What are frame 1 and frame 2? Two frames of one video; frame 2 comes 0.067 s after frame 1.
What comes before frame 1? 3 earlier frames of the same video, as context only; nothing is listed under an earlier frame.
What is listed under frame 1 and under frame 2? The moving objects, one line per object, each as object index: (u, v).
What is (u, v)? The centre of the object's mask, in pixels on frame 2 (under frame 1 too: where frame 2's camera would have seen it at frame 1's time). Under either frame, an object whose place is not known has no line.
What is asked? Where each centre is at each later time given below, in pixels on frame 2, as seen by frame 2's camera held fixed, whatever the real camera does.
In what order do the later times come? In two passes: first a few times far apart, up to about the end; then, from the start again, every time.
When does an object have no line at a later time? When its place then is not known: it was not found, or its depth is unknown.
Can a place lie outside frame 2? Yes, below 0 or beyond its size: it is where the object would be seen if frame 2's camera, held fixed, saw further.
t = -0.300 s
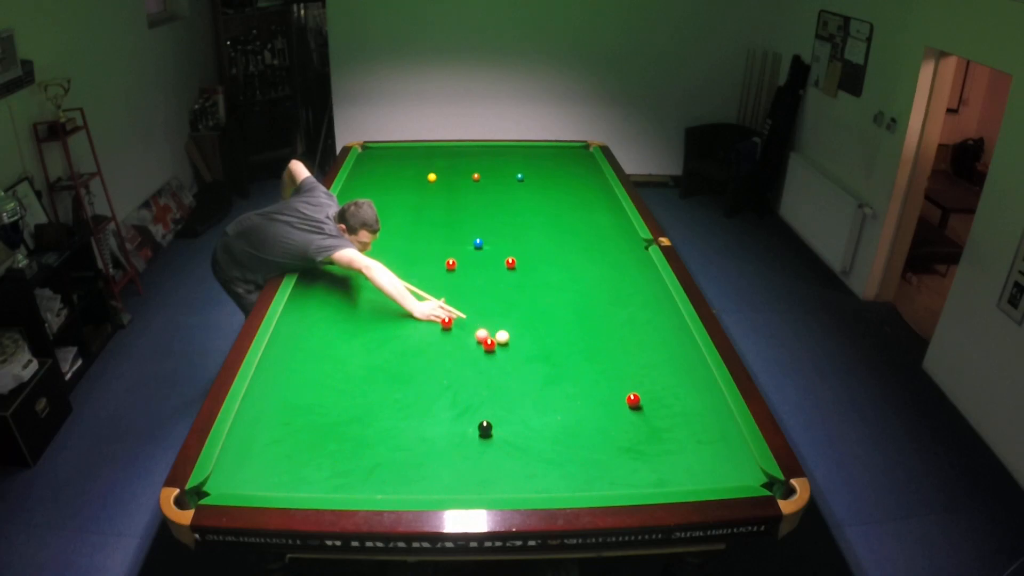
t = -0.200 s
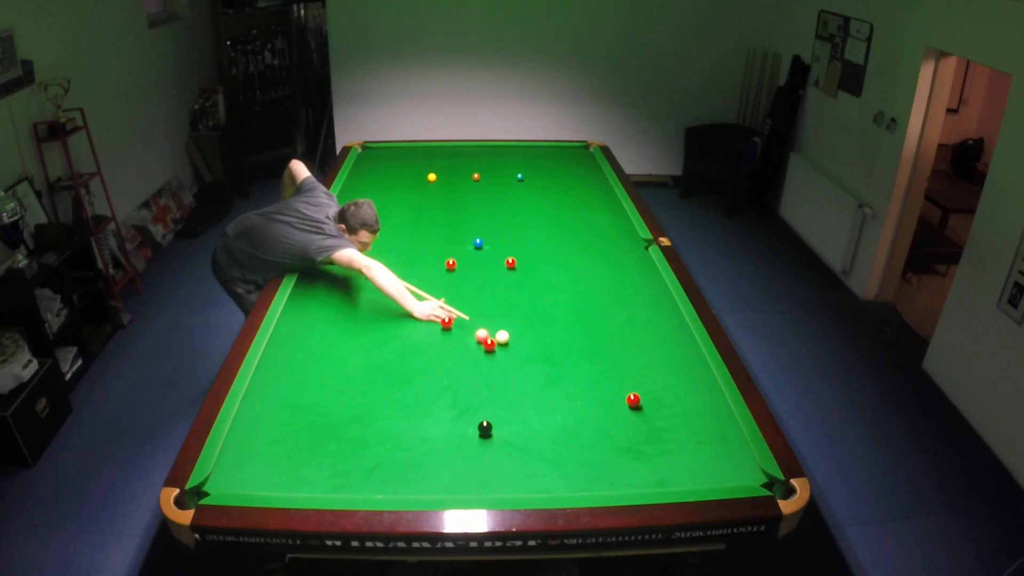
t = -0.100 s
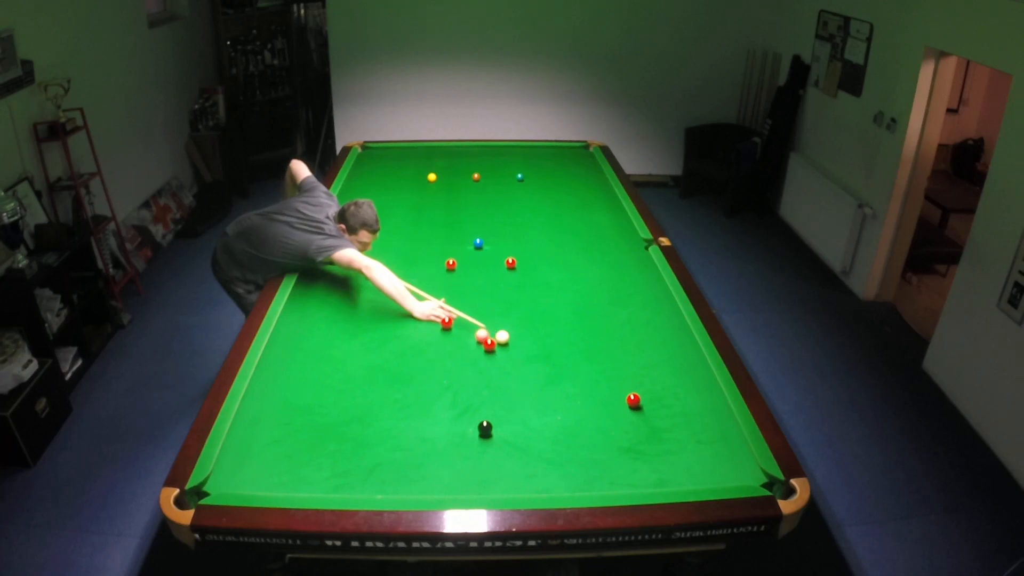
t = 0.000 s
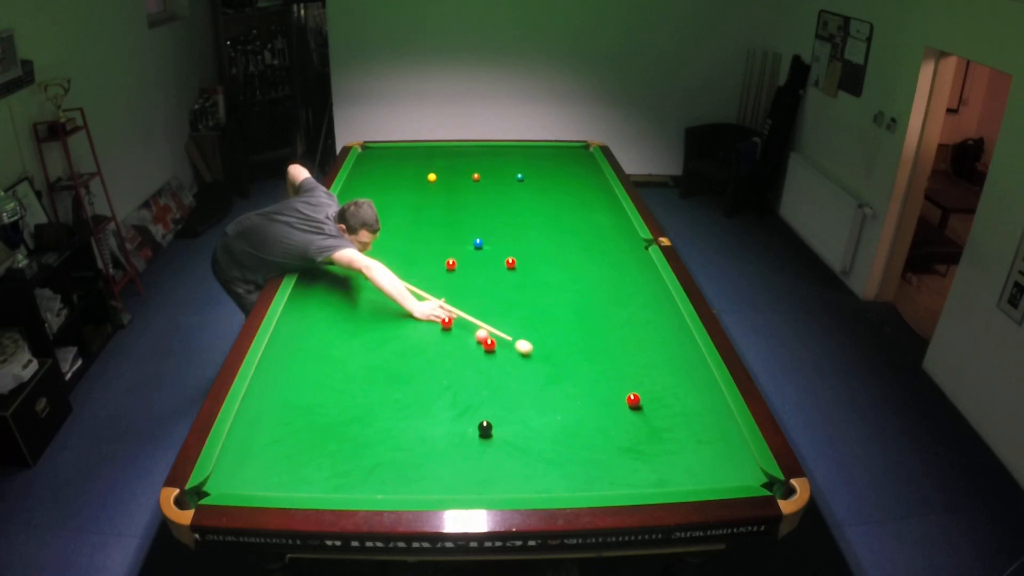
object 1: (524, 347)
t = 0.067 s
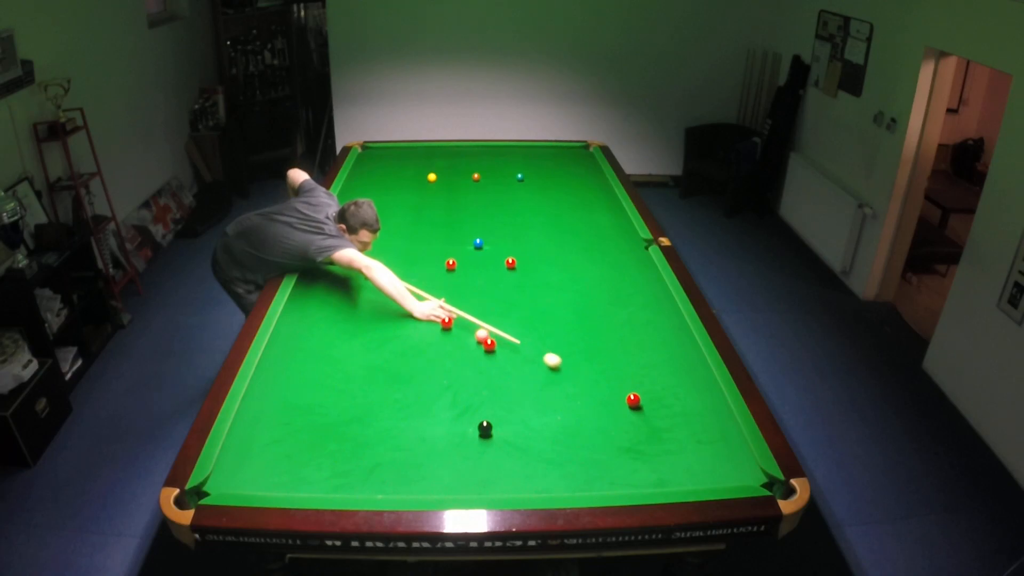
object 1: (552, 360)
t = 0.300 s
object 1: (628, 392)
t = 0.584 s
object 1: (666, 396)
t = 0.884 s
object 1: (709, 404)
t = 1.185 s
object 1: (709, 408)
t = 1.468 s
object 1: (692, 411)
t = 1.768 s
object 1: (676, 414)
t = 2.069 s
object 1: (662, 417)
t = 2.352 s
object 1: (651, 420)
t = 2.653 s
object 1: (641, 421)
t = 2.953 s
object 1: (634, 423)
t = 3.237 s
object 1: (629, 423)
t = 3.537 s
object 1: (626, 424)
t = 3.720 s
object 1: (626, 424)
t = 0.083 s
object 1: (559, 364)
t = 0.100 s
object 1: (566, 367)
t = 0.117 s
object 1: (573, 370)
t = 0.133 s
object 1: (580, 374)
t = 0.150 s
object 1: (587, 377)
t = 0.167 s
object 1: (594, 380)
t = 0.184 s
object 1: (601, 383)
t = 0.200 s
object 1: (608, 387)
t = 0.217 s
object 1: (616, 390)
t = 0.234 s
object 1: (621, 392)
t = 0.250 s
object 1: (624, 393)
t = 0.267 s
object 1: (625, 392)
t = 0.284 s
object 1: (626, 392)
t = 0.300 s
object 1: (628, 392)
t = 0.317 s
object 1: (629, 392)
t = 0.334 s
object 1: (631, 391)
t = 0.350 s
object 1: (633, 392)
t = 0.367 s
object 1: (634, 392)
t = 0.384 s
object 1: (636, 392)
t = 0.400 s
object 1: (639, 392)
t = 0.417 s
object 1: (641, 392)
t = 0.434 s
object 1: (643, 392)
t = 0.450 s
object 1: (646, 393)
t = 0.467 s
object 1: (648, 393)
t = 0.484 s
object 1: (651, 394)
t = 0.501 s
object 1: (653, 394)
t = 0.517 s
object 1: (656, 395)
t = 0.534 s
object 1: (658, 395)
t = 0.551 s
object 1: (661, 395)
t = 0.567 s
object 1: (663, 396)
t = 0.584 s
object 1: (666, 396)
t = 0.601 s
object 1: (668, 397)
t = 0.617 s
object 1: (671, 397)
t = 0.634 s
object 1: (673, 398)
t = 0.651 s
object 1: (675, 398)
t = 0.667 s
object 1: (678, 398)
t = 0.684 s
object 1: (680, 399)
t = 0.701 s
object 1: (683, 399)
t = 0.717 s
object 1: (685, 400)
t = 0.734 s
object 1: (687, 400)
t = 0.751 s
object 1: (690, 401)
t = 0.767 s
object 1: (692, 401)
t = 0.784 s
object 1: (694, 401)
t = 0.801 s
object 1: (697, 402)
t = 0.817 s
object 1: (699, 402)
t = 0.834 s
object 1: (702, 403)
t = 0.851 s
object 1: (704, 403)
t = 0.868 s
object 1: (706, 403)
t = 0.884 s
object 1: (709, 404)
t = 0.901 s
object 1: (711, 404)
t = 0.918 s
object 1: (713, 404)
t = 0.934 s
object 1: (715, 405)
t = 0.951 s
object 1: (718, 405)
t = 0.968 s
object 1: (720, 406)
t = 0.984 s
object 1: (722, 406)
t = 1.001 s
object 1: (722, 406)
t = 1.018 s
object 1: (720, 406)
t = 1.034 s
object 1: (719, 407)
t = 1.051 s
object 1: (717, 407)
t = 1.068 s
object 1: (716, 407)
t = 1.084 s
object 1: (715, 407)
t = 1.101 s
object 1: (714, 407)
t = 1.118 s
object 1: (713, 407)
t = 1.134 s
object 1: (712, 408)
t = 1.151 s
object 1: (711, 408)
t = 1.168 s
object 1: (710, 408)
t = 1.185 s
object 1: (709, 408)
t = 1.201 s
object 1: (708, 408)
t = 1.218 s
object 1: (707, 409)
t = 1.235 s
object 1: (706, 409)
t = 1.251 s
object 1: (704, 409)
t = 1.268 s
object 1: (703, 409)
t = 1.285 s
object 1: (703, 409)
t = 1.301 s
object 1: (702, 410)
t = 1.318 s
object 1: (701, 410)
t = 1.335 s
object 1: (700, 410)
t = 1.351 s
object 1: (699, 410)
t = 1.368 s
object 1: (698, 410)
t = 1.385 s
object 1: (697, 410)
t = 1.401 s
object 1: (696, 411)
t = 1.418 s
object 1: (695, 411)
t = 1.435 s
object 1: (694, 411)
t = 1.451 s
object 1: (693, 411)
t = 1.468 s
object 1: (692, 411)
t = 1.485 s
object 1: (691, 412)
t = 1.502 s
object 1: (690, 412)
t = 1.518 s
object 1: (689, 412)
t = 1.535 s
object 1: (688, 412)
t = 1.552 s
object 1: (687, 412)
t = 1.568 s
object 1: (686, 413)
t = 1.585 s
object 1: (685, 413)
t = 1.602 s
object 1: (685, 413)
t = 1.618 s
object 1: (684, 413)
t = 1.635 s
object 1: (683, 413)
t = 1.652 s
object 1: (682, 413)
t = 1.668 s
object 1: (681, 413)
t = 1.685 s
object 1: (680, 414)
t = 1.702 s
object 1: (679, 414)
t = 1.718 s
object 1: (678, 414)
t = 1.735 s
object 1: (678, 414)
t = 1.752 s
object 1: (677, 414)
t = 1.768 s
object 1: (676, 414)
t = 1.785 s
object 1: (675, 415)
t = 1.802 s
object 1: (674, 415)
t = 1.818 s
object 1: (674, 415)
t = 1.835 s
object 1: (673, 415)
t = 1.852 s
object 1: (672, 415)
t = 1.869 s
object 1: (671, 415)
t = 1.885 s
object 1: (670, 415)
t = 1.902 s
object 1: (669, 415)
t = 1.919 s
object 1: (669, 416)
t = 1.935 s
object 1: (668, 416)
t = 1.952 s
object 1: (667, 416)
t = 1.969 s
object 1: (666, 416)
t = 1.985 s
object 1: (666, 416)
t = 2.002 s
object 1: (665, 417)
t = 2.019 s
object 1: (664, 417)
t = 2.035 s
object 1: (663, 417)
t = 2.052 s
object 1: (663, 417)
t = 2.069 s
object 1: (662, 417)
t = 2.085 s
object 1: (661, 417)
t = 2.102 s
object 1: (660, 417)
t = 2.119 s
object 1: (660, 417)
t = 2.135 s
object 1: (659, 417)
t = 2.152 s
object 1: (659, 418)
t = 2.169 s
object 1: (658, 418)
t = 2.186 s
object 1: (657, 418)
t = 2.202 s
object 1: (656, 418)
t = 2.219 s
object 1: (656, 418)
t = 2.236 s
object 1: (655, 418)
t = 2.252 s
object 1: (654, 418)
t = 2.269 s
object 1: (654, 419)
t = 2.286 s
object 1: (653, 419)
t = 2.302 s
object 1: (652, 419)
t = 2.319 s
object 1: (652, 419)
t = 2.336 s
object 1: (651, 419)
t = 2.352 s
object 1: (651, 420)
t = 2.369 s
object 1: (650, 420)
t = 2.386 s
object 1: (650, 420)
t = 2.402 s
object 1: (649, 420)
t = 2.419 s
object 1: (648, 420)
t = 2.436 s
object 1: (648, 420)
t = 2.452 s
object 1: (647, 420)
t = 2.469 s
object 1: (647, 420)
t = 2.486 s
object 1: (646, 420)
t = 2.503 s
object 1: (646, 421)
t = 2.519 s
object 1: (645, 421)
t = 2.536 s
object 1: (645, 421)
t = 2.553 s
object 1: (644, 421)
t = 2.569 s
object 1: (644, 421)
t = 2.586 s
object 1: (643, 421)
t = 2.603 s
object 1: (642, 421)
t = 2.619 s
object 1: (642, 421)
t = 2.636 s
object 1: (641, 421)
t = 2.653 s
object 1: (641, 421)
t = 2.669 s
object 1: (641, 422)
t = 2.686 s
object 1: (640, 422)
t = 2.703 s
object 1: (640, 422)
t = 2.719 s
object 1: (639, 422)
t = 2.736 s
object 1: (639, 422)
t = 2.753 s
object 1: (638, 422)
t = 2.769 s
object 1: (638, 422)
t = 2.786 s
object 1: (637, 422)
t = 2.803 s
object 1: (637, 422)
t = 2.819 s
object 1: (637, 422)
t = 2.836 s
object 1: (636, 422)
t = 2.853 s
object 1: (636, 422)
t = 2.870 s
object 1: (635, 422)
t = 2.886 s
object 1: (635, 422)
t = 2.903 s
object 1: (635, 422)
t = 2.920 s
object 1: (634, 422)
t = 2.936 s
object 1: (634, 423)
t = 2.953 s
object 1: (634, 423)
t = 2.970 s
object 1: (633, 423)
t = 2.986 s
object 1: (633, 423)
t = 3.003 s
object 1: (633, 423)
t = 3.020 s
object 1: (632, 423)
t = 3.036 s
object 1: (632, 423)
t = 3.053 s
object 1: (632, 423)
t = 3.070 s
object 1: (631, 423)
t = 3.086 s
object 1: (631, 423)
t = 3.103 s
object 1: (631, 423)
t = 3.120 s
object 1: (630, 423)
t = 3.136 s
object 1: (630, 423)
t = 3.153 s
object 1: (630, 423)
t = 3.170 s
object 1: (630, 423)
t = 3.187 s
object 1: (630, 423)
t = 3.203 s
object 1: (629, 423)
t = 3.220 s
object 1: (629, 423)
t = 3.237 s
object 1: (629, 423)
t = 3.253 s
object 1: (629, 424)
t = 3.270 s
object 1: (629, 424)
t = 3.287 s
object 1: (628, 424)
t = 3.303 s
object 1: (628, 424)
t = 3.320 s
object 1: (628, 424)
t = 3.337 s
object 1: (628, 424)
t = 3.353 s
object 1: (628, 424)
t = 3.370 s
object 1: (628, 424)
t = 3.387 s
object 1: (627, 424)
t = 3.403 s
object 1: (627, 424)
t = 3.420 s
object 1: (627, 424)
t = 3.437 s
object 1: (627, 424)
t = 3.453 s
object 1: (627, 424)
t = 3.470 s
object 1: (627, 424)
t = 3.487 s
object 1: (627, 424)
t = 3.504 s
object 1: (626, 424)
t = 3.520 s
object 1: (626, 424)
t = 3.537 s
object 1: (626, 424)
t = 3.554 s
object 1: (626, 424)
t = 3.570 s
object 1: (626, 424)
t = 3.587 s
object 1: (626, 424)
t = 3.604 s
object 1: (626, 424)
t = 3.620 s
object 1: (626, 424)
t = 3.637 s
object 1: (626, 424)
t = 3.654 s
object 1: (626, 424)
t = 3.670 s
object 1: (626, 424)
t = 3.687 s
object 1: (626, 424)
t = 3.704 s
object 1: (626, 424)
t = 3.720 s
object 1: (626, 424)
